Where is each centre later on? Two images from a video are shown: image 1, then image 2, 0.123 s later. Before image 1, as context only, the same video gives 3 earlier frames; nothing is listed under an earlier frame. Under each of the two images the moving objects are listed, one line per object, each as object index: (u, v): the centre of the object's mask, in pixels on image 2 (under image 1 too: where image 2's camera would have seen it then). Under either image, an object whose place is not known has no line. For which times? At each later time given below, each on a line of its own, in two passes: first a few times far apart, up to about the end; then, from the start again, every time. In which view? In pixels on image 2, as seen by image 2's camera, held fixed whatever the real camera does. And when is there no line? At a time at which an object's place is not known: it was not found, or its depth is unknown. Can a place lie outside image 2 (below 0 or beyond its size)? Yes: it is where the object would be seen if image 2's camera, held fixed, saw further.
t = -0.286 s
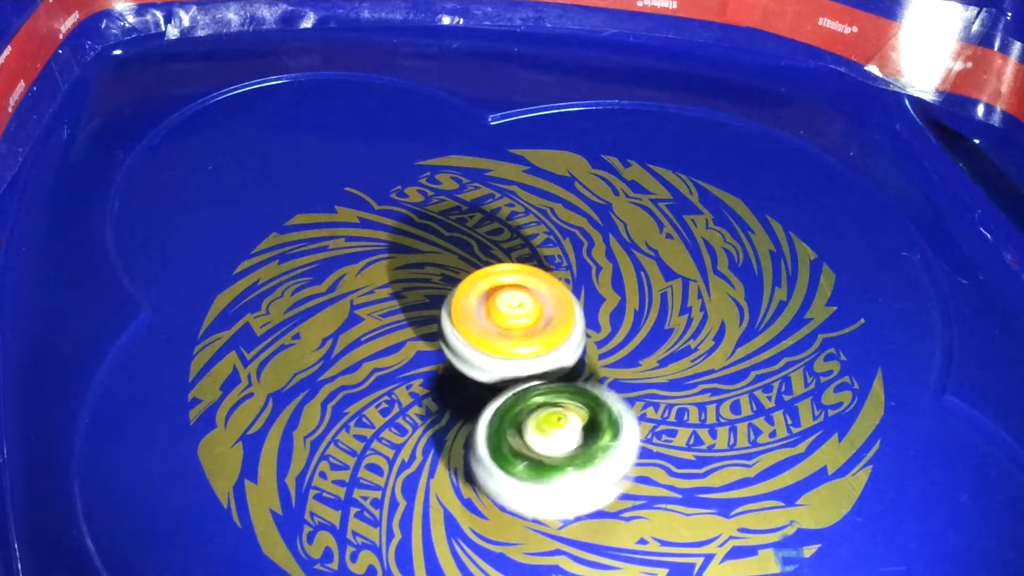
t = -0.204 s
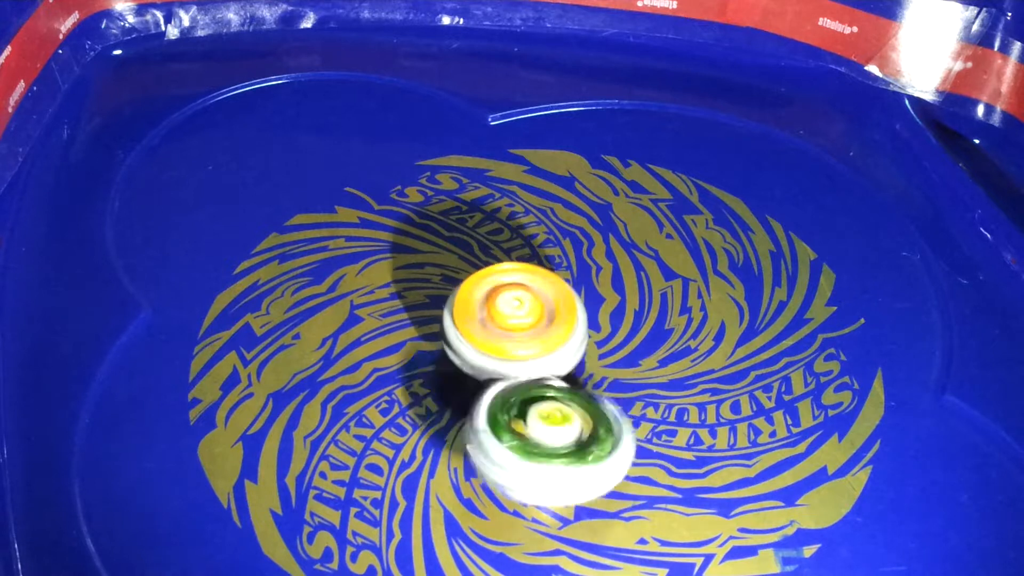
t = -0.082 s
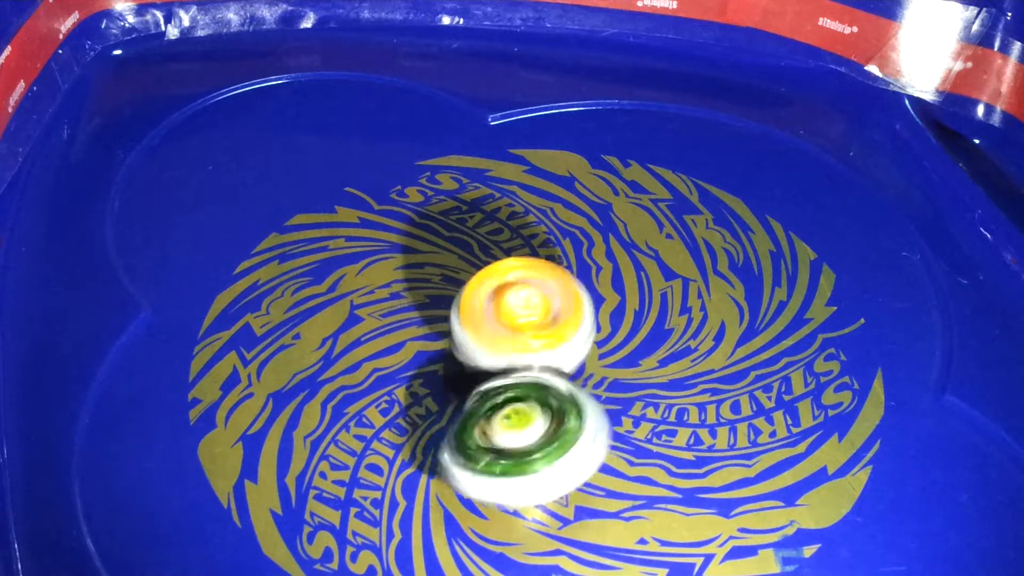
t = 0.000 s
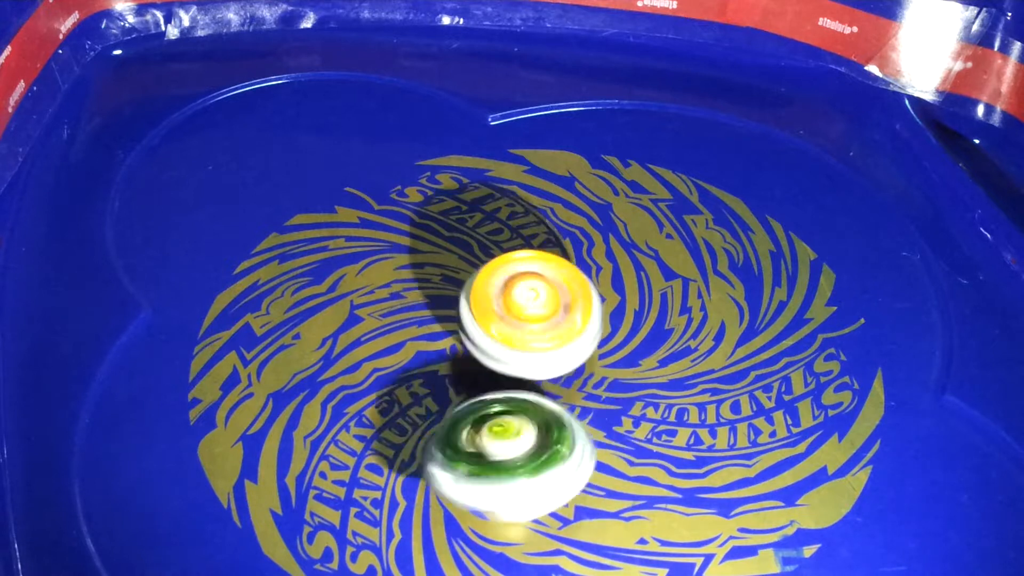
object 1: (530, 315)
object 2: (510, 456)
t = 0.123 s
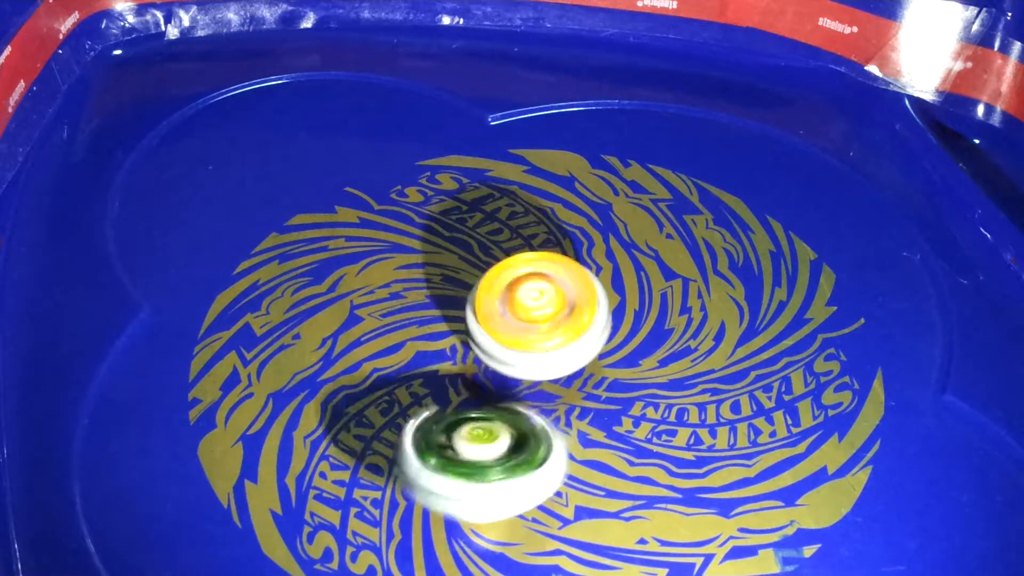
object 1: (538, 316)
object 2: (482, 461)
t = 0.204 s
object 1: (542, 319)
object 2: (465, 464)
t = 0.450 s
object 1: (532, 332)
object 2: (436, 431)
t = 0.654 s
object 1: (537, 326)
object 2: (425, 427)
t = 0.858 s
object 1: (549, 327)
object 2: (428, 425)
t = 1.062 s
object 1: (549, 335)
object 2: (432, 432)
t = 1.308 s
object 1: (532, 335)
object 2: (438, 430)
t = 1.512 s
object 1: (533, 328)
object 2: (439, 430)
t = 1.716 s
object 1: (545, 326)
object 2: (446, 432)
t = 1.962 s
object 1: (542, 336)
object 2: (446, 438)
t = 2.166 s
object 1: (531, 334)
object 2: (448, 442)
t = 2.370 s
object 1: (528, 330)
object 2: (443, 439)
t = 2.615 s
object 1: (543, 331)
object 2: (448, 438)
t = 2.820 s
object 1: (540, 336)
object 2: (449, 440)
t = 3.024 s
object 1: (536, 335)
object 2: (447, 453)
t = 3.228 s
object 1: (538, 332)
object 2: (465, 439)
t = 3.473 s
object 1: (550, 331)
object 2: (454, 438)
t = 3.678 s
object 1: (548, 334)
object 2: (464, 440)
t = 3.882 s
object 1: (545, 334)
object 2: (456, 436)
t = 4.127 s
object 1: (552, 328)
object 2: (469, 441)
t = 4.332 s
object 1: (568, 327)
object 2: (465, 440)
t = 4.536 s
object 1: (568, 328)
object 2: (454, 440)
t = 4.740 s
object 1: (561, 327)
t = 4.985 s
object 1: (569, 321)
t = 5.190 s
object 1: (567, 322)
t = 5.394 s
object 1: (554, 324)
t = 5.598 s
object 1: (553, 320)
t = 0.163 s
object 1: (540, 317)
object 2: (470, 463)
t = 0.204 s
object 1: (542, 319)
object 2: (465, 464)
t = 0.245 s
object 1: (543, 323)
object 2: (454, 456)
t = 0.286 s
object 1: (543, 326)
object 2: (441, 452)
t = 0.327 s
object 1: (541, 327)
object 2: (439, 445)
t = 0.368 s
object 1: (539, 329)
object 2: (436, 439)
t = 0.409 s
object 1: (535, 331)
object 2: (438, 433)
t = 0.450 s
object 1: (532, 332)
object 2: (436, 431)
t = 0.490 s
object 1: (533, 331)
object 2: (432, 422)
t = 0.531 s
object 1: (536, 330)
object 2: (433, 424)
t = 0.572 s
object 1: (536, 330)
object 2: (428, 423)
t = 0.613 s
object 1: (537, 329)
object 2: (430, 424)
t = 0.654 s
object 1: (537, 326)
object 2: (425, 427)
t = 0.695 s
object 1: (541, 325)
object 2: (426, 424)
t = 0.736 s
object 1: (544, 326)
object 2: (425, 427)
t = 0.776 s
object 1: (545, 326)
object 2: (424, 424)
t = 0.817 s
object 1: (547, 326)
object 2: (429, 425)
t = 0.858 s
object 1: (549, 327)
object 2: (428, 425)
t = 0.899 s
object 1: (551, 328)
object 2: (434, 426)
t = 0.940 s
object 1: (551, 331)
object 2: (432, 430)
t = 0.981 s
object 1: (550, 332)
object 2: (433, 429)
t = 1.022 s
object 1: (550, 333)
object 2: (434, 432)
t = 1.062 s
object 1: (549, 335)
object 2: (432, 432)
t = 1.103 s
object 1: (546, 336)
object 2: (435, 432)
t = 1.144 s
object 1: (543, 336)
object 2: (436, 434)
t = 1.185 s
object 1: (541, 336)
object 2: (438, 431)
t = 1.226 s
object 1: (539, 335)
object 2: (440, 432)
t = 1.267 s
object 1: (535, 336)
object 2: (435, 433)
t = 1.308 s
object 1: (532, 335)
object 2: (438, 430)
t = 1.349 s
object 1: (530, 332)
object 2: (439, 431)
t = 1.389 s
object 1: (530, 332)
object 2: (436, 431)
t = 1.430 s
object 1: (530, 330)
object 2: (442, 431)
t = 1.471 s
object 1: (531, 329)
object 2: (439, 433)
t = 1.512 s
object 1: (533, 328)
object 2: (439, 430)
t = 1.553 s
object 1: (536, 325)
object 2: (442, 429)
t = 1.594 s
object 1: (538, 325)
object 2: (442, 430)
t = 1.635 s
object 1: (541, 326)
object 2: (444, 427)
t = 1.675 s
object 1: (543, 325)
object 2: (448, 429)
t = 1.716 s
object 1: (545, 326)
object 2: (446, 432)
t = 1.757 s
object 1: (546, 328)
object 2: (449, 432)
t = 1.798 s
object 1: (547, 329)
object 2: (450, 434)
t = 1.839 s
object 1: (546, 332)
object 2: (445, 437)
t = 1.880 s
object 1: (545, 334)
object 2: (448, 436)
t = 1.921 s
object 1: (544, 334)
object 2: (451, 438)
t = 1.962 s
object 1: (542, 336)
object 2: (446, 438)
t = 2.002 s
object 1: (539, 337)
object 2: (447, 440)
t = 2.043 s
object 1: (537, 337)
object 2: (449, 444)
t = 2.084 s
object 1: (534, 337)
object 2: (445, 444)
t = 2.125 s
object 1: (532, 336)
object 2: (446, 441)
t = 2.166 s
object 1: (531, 334)
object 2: (448, 442)
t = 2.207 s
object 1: (528, 334)
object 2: (443, 444)
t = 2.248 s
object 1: (527, 333)
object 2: (444, 441)
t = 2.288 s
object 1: (528, 331)
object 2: (448, 439)
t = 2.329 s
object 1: (527, 331)
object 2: (444, 440)
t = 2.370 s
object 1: (528, 330)
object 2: (443, 439)
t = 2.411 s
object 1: (530, 329)
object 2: (449, 440)
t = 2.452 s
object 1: (532, 328)
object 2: (447, 443)
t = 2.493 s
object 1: (538, 328)
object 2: (447, 439)
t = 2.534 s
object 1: (541, 328)
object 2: (449, 439)
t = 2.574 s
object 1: (542, 329)
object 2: (446, 440)
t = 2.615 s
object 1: (543, 331)
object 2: (448, 438)
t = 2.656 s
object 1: (544, 332)
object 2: (454, 435)
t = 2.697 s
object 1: (544, 333)
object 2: (452, 436)
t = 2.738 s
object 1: (541, 336)
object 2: (447, 433)
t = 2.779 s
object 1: (539, 337)
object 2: (450, 434)
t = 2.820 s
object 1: (540, 336)
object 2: (449, 440)
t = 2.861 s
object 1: (541, 338)
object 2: (443, 445)
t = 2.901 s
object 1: (540, 338)
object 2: (442, 446)
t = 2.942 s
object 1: (538, 337)
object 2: (446, 449)
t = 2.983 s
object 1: (537, 336)
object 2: (448, 453)
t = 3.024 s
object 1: (536, 335)
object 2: (447, 453)
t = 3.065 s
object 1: (536, 334)
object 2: (453, 449)
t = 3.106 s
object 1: (536, 334)
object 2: (460, 447)
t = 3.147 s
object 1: (535, 331)
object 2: (460, 447)
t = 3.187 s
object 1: (538, 331)
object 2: (459, 442)
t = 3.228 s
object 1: (538, 332)
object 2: (465, 439)
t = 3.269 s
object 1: (540, 330)
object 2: (467, 437)
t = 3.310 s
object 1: (541, 329)
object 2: (464, 435)
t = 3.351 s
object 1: (544, 328)
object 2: (459, 430)
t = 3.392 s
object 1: (549, 329)
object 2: (458, 431)
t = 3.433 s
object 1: (551, 330)
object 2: (458, 435)
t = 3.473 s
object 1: (550, 331)
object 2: (454, 438)
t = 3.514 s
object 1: (549, 330)
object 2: (453, 435)
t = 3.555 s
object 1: (551, 331)
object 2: (459, 434)
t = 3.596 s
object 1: (551, 334)
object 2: (466, 435)
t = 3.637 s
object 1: (549, 335)
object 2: (465, 440)
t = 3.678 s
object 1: (548, 334)
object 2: (464, 440)
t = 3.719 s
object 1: (549, 333)
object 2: (467, 438)
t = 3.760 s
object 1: (550, 333)
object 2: (466, 438)
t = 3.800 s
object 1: (548, 334)
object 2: (462, 437)
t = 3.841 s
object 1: (545, 333)
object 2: (454, 434)
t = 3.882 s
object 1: (545, 334)
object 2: (456, 436)
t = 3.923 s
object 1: (545, 335)
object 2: (461, 439)
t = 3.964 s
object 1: (544, 333)
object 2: (464, 447)
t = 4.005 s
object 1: (545, 330)
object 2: (461, 450)
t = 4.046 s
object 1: (549, 330)
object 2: (463, 447)
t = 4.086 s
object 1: (551, 329)
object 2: (466, 444)
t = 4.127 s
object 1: (552, 328)
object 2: (469, 441)
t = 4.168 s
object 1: (552, 329)
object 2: (468, 437)
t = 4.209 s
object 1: (552, 331)
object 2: (468, 433)
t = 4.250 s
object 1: (553, 331)
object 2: (474, 431)
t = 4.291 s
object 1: (561, 329)
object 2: (472, 435)
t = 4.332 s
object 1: (568, 327)
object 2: (465, 440)
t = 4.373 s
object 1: (571, 332)
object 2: (458, 443)
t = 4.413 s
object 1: (570, 335)
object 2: (451, 443)
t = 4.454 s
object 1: (567, 334)
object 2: (446, 441)
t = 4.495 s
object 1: (565, 330)
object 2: (447, 438)
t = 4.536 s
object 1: (568, 328)
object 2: (454, 440)
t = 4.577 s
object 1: (570, 330)
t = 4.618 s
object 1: (568, 331)
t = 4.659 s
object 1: (564, 331)
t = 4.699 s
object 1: (562, 330)
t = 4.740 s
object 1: (561, 327)
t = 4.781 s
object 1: (561, 328)
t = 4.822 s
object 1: (560, 326)
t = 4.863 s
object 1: (559, 325)
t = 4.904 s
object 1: (562, 323)
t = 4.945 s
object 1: (568, 322)
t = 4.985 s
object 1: (569, 321)
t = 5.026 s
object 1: (569, 319)
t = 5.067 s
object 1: (569, 318)
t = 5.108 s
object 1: (568, 319)
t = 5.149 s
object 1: (567, 320)
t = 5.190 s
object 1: (567, 322)
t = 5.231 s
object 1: (565, 324)
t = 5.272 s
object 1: (560, 325)
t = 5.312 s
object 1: (557, 325)
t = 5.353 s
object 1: (556, 325)
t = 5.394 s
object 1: (554, 324)
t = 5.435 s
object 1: (552, 323)
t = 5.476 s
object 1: (551, 322)
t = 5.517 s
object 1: (551, 321)
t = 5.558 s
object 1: (551, 320)
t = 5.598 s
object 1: (553, 320)
